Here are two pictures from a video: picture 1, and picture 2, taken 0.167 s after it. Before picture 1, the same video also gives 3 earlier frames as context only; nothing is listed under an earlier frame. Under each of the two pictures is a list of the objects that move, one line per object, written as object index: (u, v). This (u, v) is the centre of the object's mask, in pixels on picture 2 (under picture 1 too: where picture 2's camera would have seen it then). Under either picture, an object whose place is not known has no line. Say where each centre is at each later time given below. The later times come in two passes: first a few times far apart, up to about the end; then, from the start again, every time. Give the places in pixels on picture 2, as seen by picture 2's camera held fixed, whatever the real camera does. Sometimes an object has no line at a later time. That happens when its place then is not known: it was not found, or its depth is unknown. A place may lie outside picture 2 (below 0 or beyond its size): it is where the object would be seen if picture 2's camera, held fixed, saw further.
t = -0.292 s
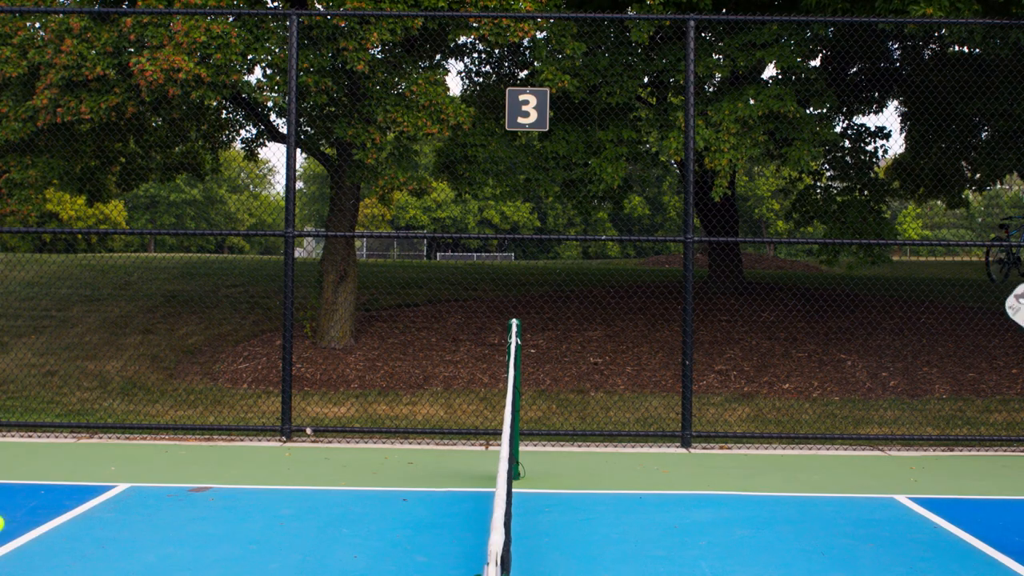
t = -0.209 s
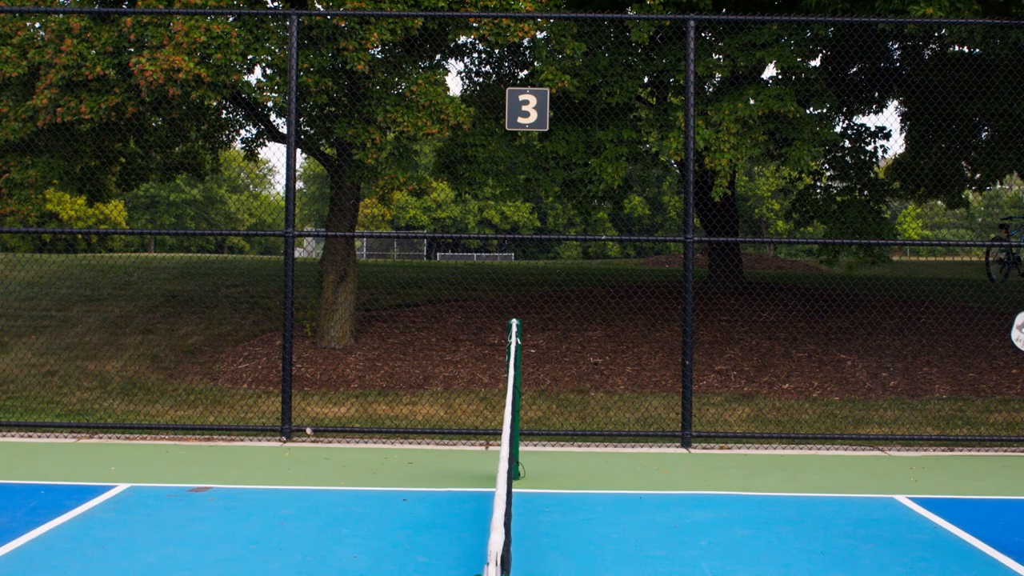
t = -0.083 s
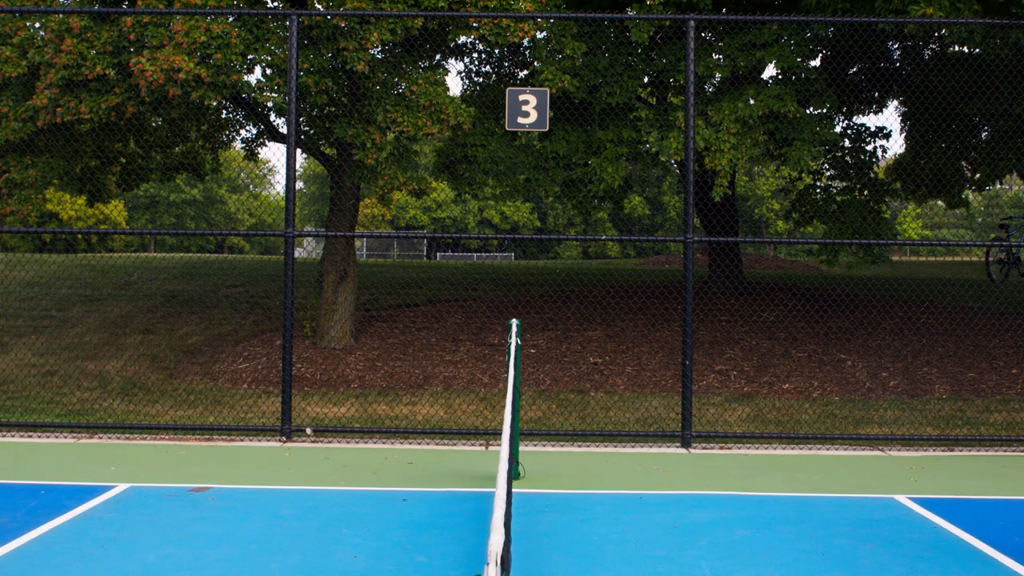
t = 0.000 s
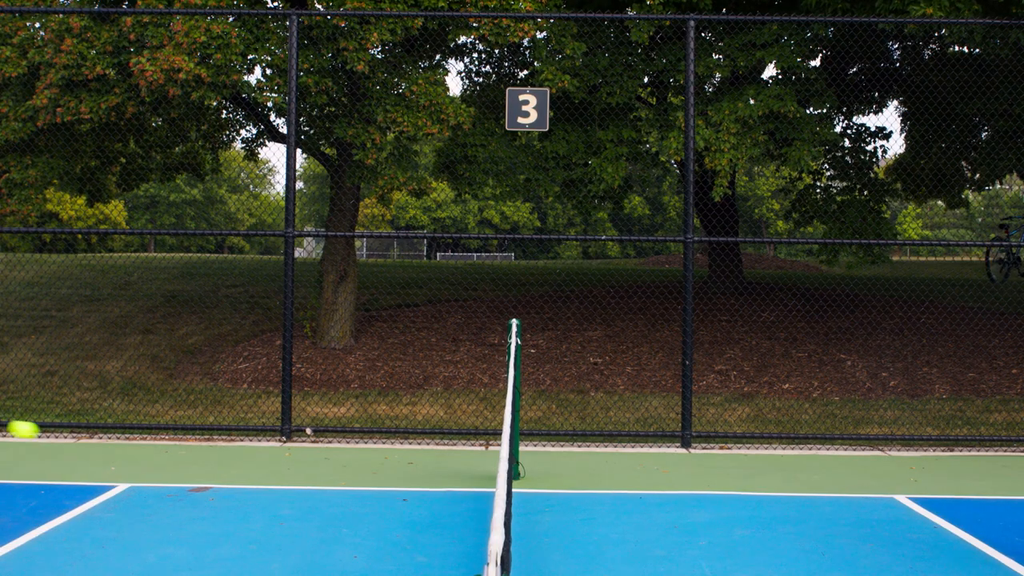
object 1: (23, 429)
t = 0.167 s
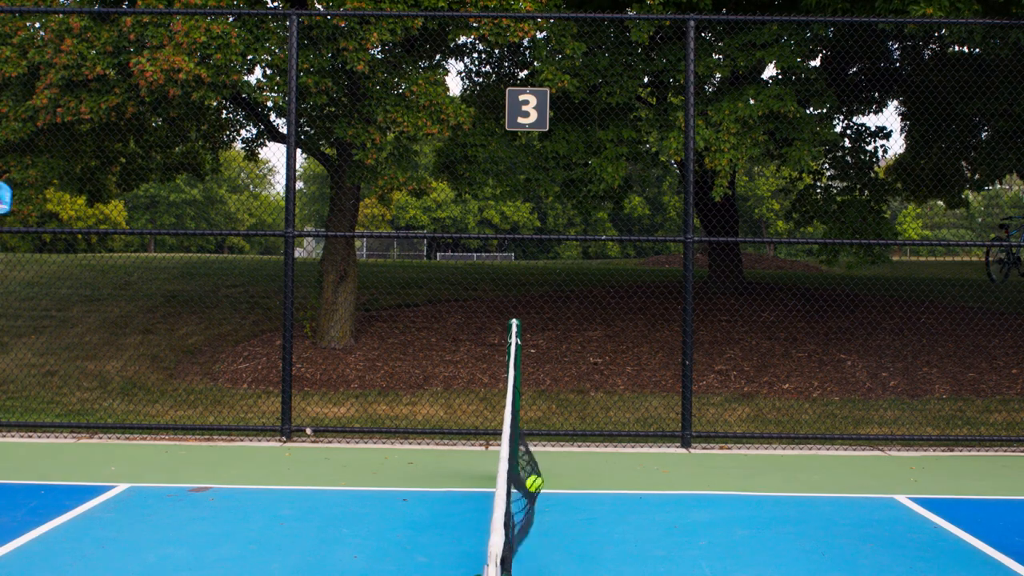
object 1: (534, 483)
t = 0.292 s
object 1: (513, 479)
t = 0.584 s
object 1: (463, 503)
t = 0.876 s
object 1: (445, 517)
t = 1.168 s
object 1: (424, 524)
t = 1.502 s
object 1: (402, 535)
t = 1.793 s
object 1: (383, 539)
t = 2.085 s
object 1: (364, 542)
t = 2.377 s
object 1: (345, 545)
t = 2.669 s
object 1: (326, 549)
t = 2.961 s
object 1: (307, 552)
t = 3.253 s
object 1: (288, 556)
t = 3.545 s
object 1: (270, 560)
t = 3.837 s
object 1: (251, 563)
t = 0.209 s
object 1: (524, 477)
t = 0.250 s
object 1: (518, 477)
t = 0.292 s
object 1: (513, 479)
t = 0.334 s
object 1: (493, 484)
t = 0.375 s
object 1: (489, 495)
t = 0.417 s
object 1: (480, 509)
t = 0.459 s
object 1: (470, 526)
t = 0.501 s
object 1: (467, 519)
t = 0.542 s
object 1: (465, 509)
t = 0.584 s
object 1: (463, 503)
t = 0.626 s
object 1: (460, 500)
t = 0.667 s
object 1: (458, 501)
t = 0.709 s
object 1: (456, 507)
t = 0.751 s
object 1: (453, 515)
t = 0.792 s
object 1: (451, 528)
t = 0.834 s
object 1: (448, 524)
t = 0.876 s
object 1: (445, 517)
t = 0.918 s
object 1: (442, 515)
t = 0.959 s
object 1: (439, 516)
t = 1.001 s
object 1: (436, 521)
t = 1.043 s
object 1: (433, 529)
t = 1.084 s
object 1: (430, 528)
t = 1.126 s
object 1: (427, 524)
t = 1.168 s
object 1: (424, 524)
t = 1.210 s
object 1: (422, 527)
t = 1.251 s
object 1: (418, 534)
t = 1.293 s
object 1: (416, 530)
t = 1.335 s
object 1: (413, 529)
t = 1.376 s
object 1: (410, 532)
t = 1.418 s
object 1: (408, 534)
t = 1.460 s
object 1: (405, 532)
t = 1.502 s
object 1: (402, 535)
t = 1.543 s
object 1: (399, 535)
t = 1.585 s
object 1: (396, 536)
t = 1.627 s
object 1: (394, 537)
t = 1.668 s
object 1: (391, 537)
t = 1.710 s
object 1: (388, 537)
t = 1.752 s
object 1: (385, 538)
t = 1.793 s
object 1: (383, 539)
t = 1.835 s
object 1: (380, 539)
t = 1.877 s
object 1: (377, 540)
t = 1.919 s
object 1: (374, 540)
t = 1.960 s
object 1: (372, 541)
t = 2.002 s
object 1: (369, 541)
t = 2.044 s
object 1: (367, 542)
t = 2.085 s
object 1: (364, 542)
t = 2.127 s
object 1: (361, 543)
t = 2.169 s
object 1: (358, 543)
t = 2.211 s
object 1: (355, 543)
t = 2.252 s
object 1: (353, 544)
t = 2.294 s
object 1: (350, 544)
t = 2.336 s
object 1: (347, 545)
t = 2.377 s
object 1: (345, 545)
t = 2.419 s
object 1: (342, 546)
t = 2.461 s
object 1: (339, 546)
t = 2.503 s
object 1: (336, 547)
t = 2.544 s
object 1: (333, 547)
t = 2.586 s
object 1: (331, 548)
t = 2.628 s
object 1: (328, 548)
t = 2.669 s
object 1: (326, 549)
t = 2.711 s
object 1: (323, 549)
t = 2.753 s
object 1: (320, 550)
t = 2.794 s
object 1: (318, 550)
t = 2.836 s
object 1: (315, 551)
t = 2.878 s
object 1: (313, 551)
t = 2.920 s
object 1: (310, 551)
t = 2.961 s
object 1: (307, 552)
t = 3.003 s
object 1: (304, 553)
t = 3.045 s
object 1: (302, 553)
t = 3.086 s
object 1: (299, 554)
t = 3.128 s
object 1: (297, 554)
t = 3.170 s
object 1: (294, 555)
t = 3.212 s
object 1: (291, 555)
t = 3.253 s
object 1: (288, 556)
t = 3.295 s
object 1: (286, 556)
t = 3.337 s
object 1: (284, 557)
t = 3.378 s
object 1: (281, 557)
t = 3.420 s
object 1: (278, 558)
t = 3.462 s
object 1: (275, 559)
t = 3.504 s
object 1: (272, 559)
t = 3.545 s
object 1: (270, 560)
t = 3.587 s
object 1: (267, 560)
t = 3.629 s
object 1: (265, 561)
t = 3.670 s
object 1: (262, 561)
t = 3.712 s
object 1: (259, 562)
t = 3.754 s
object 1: (257, 562)
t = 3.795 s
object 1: (254, 563)
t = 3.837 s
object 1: (251, 563)
